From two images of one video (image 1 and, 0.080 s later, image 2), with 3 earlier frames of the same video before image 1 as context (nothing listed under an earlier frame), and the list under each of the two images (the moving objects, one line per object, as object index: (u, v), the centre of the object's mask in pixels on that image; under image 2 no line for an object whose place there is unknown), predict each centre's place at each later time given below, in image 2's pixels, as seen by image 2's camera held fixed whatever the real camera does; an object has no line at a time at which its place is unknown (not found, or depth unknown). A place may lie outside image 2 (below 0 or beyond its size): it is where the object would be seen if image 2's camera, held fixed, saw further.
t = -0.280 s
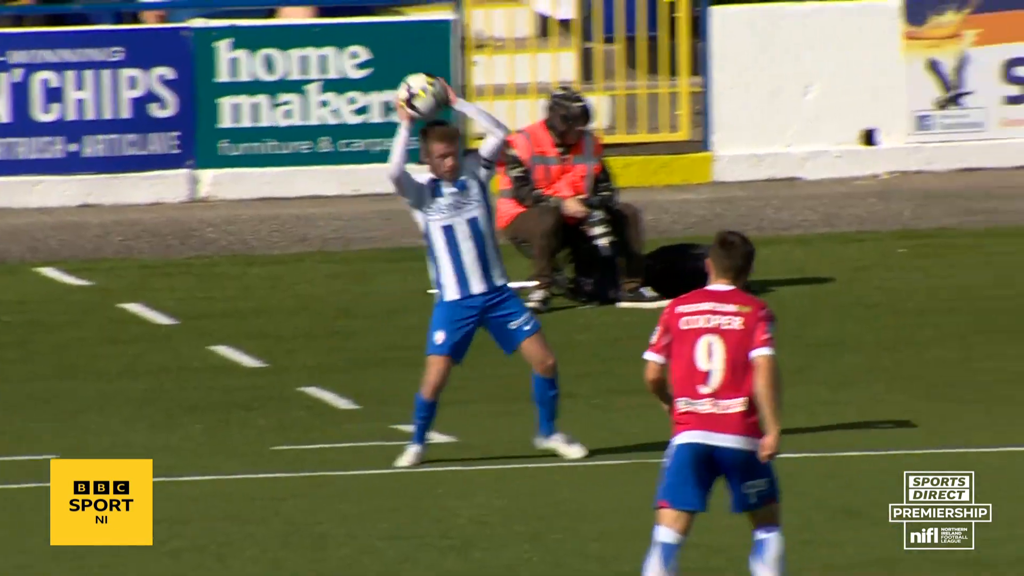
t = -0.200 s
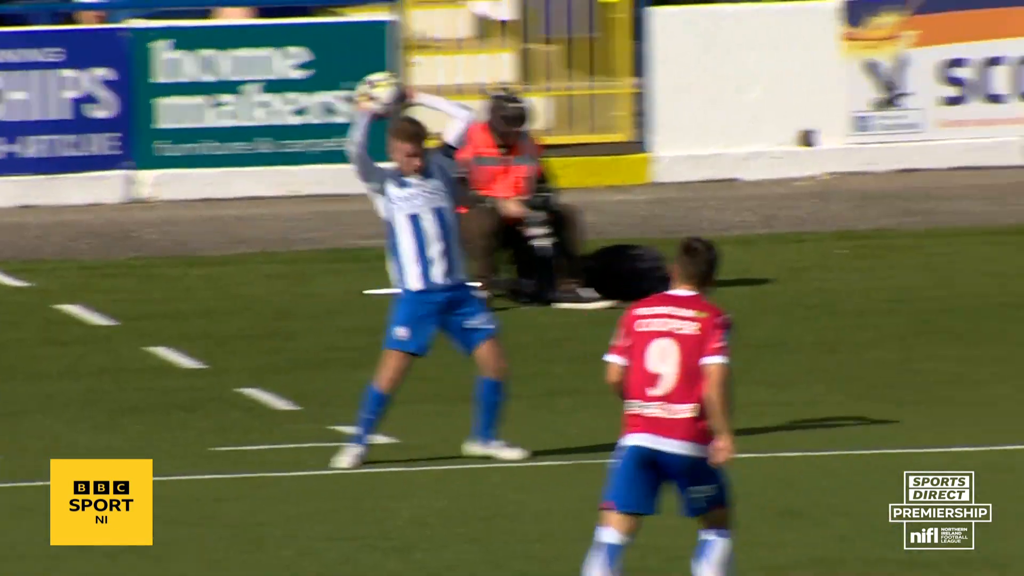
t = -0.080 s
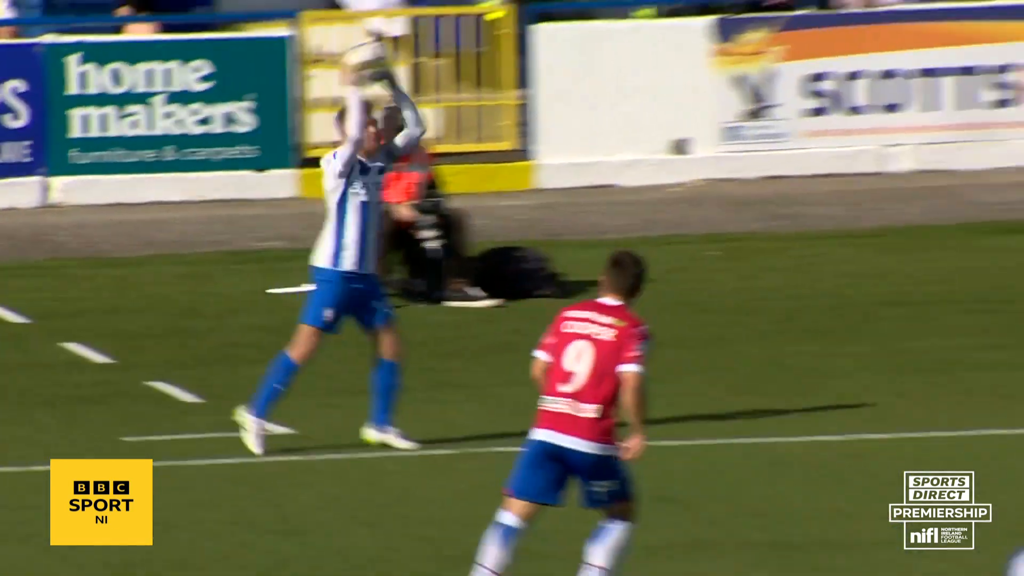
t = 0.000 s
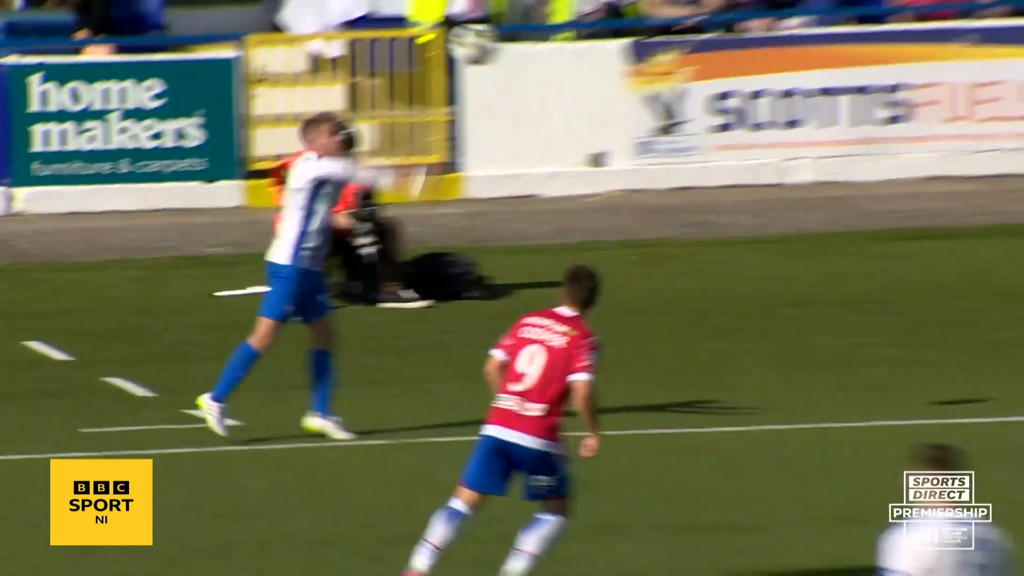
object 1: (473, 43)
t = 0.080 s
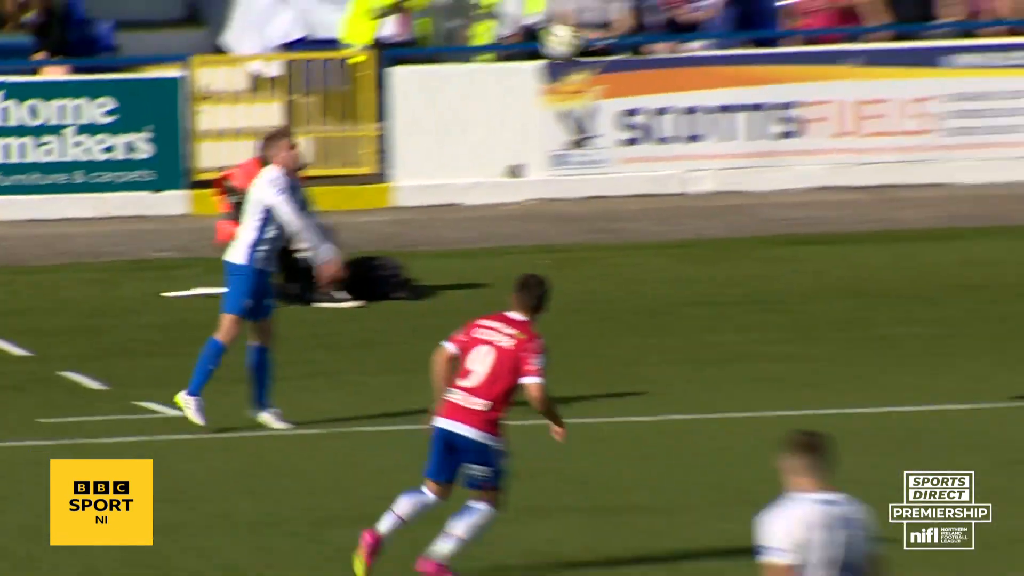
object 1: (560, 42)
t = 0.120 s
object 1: (644, 35)
